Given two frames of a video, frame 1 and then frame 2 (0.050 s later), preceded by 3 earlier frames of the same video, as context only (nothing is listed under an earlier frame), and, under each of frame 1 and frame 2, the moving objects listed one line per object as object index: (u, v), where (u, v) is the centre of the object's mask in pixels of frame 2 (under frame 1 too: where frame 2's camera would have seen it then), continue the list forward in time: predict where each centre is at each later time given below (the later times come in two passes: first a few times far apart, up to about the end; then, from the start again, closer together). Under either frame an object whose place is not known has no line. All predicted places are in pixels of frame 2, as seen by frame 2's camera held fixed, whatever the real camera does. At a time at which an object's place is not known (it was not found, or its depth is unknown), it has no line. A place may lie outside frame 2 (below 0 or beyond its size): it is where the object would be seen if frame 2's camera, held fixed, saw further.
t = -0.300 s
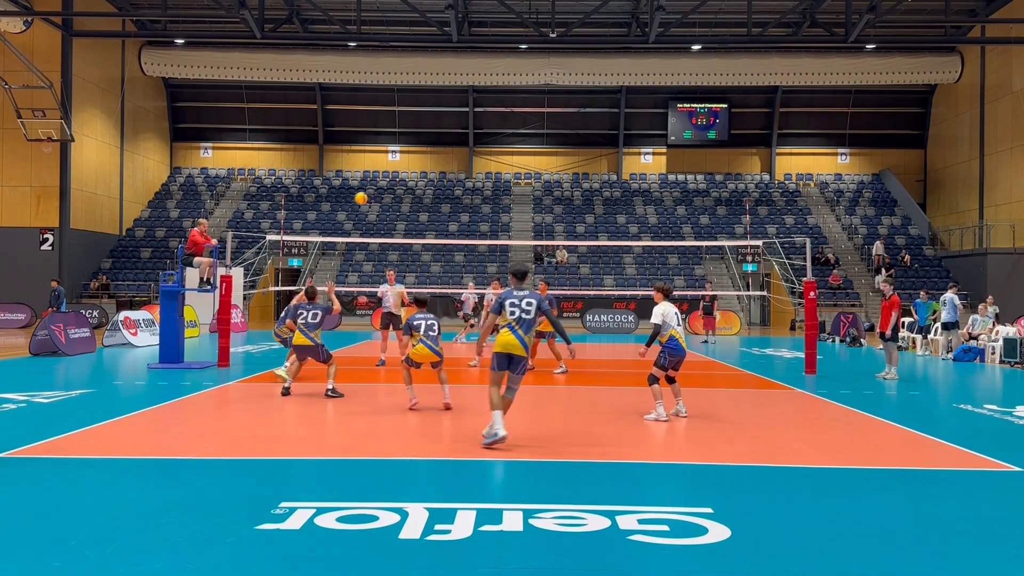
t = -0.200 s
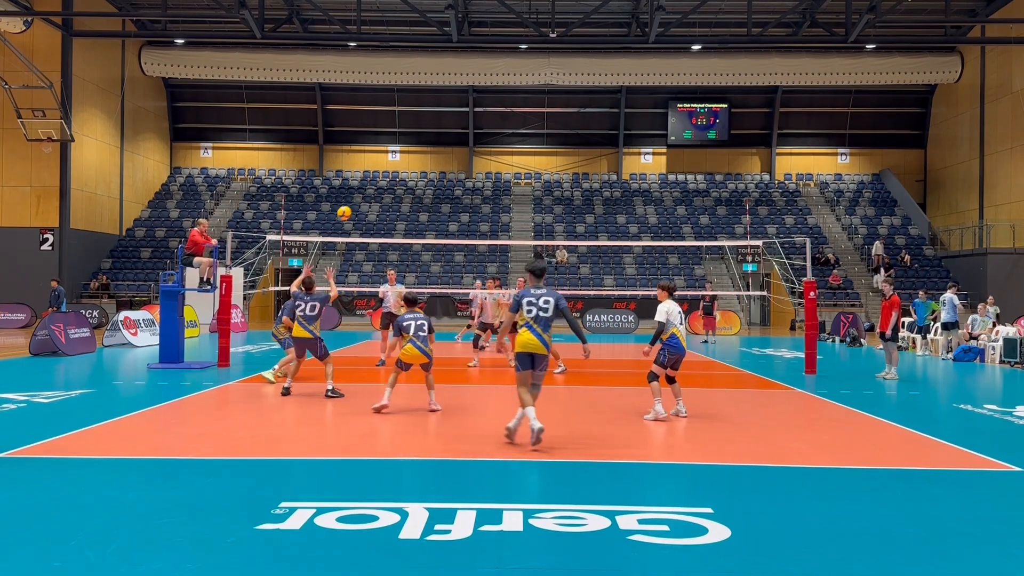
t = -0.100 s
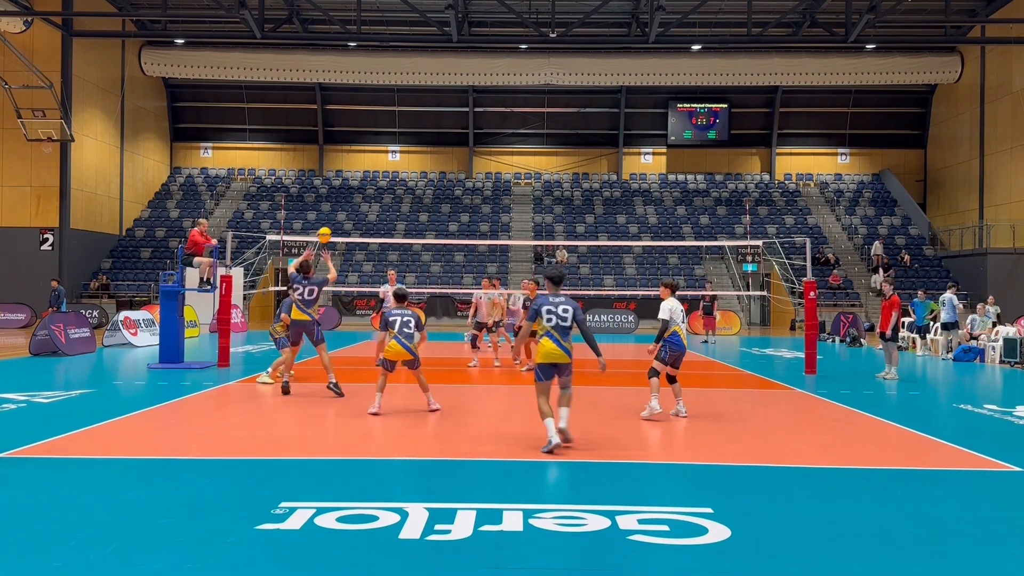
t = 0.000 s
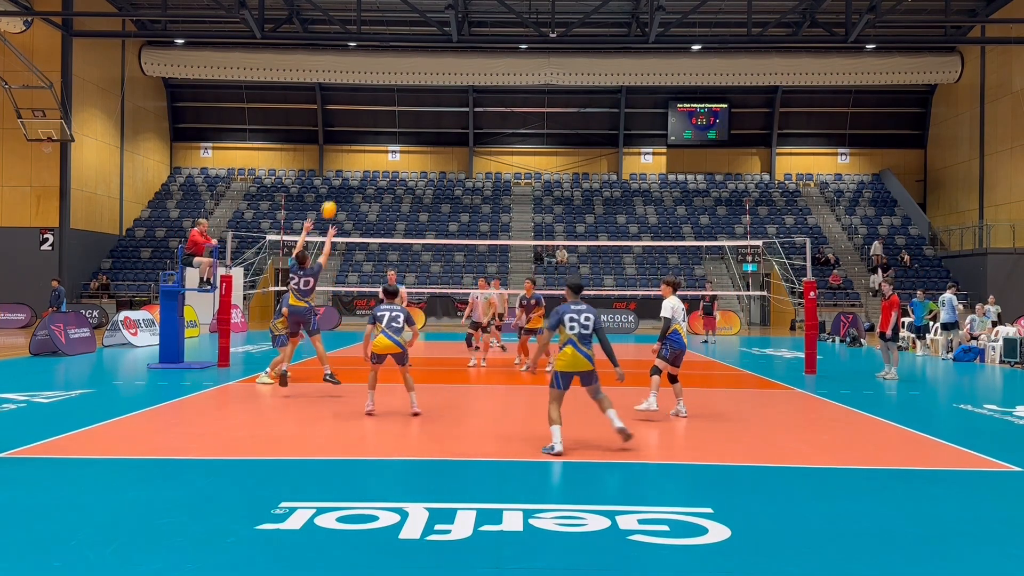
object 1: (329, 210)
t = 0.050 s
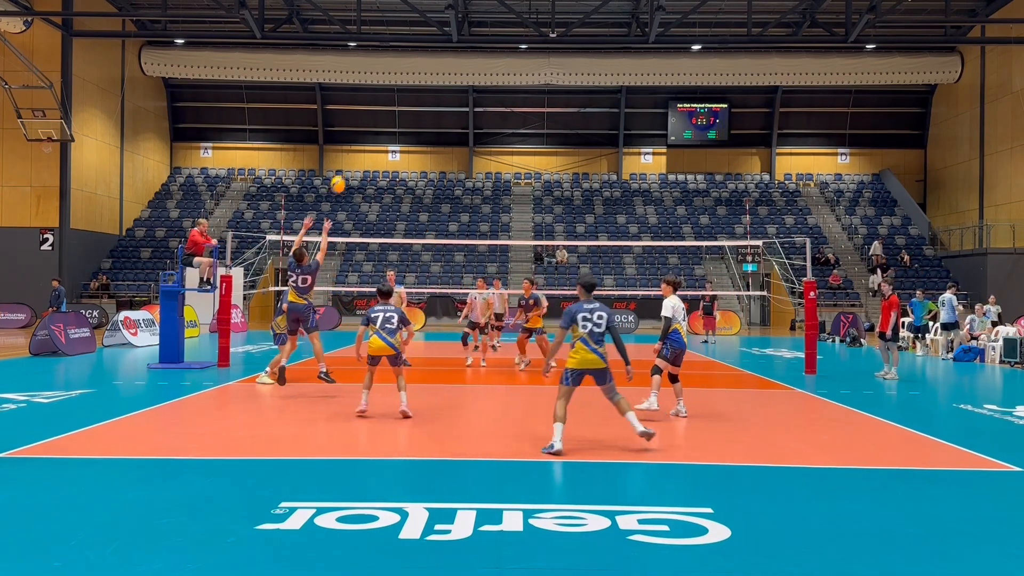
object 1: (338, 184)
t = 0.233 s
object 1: (370, 111)
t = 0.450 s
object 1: (404, 60)
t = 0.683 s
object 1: (436, 42)
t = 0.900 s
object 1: (463, 55)
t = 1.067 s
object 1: (482, 83)
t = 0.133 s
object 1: (353, 147)
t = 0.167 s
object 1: (359, 134)
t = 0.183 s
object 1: (362, 128)
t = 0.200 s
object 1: (364, 122)
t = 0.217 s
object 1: (367, 117)
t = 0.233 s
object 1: (370, 111)
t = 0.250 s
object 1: (373, 106)
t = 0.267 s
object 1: (376, 101)
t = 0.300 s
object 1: (381, 92)
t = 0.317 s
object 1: (384, 88)
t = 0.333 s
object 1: (387, 83)
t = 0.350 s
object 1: (390, 80)
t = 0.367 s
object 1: (392, 76)
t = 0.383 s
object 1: (394, 72)
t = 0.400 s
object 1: (397, 69)
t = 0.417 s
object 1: (399, 66)
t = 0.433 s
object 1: (402, 63)
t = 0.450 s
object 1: (404, 60)
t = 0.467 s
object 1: (407, 58)
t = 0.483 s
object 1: (409, 55)
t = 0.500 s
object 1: (411, 53)
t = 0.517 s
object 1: (414, 51)
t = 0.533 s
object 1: (416, 49)
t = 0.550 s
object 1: (419, 48)
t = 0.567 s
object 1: (421, 47)
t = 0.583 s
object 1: (423, 45)
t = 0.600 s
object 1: (425, 44)
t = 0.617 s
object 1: (428, 43)
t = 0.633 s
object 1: (430, 43)
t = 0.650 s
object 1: (432, 42)
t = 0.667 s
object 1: (434, 42)
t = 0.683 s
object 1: (436, 42)
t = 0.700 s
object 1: (439, 42)
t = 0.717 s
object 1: (441, 42)
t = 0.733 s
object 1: (443, 43)
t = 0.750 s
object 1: (445, 43)
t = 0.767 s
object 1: (447, 44)
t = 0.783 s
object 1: (449, 45)
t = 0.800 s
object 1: (451, 46)
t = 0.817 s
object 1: (454, 47)
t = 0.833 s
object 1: (456, 48)
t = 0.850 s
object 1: (458, 50)
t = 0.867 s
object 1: (460, 51)
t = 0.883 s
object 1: (462, 53)
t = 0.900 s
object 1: (463, 55)
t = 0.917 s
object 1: (465, 57)
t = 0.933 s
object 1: (467, 60)
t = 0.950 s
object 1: (470, 62)
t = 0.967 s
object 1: (471, 65)
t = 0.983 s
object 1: (473, 68)
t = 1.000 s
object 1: (475, 70)
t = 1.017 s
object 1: (477, 73)
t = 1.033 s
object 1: (479, 77)
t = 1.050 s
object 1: (480, 80)
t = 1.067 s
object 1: (482, 83)
